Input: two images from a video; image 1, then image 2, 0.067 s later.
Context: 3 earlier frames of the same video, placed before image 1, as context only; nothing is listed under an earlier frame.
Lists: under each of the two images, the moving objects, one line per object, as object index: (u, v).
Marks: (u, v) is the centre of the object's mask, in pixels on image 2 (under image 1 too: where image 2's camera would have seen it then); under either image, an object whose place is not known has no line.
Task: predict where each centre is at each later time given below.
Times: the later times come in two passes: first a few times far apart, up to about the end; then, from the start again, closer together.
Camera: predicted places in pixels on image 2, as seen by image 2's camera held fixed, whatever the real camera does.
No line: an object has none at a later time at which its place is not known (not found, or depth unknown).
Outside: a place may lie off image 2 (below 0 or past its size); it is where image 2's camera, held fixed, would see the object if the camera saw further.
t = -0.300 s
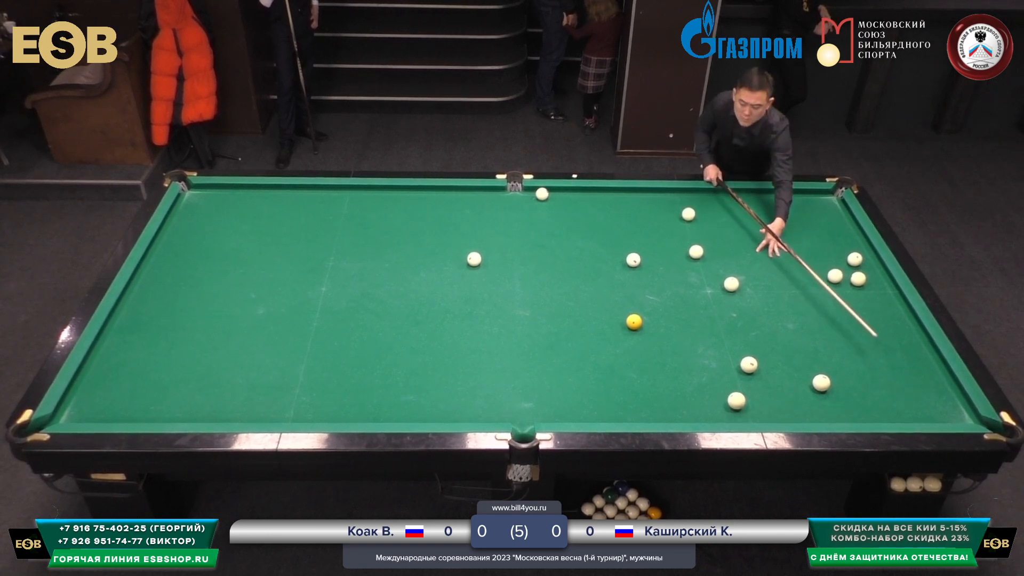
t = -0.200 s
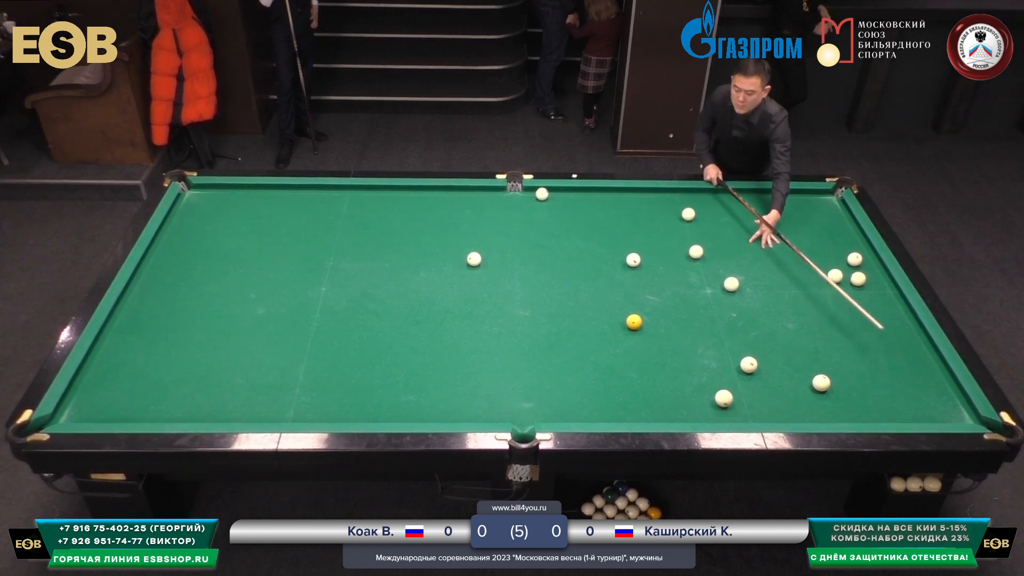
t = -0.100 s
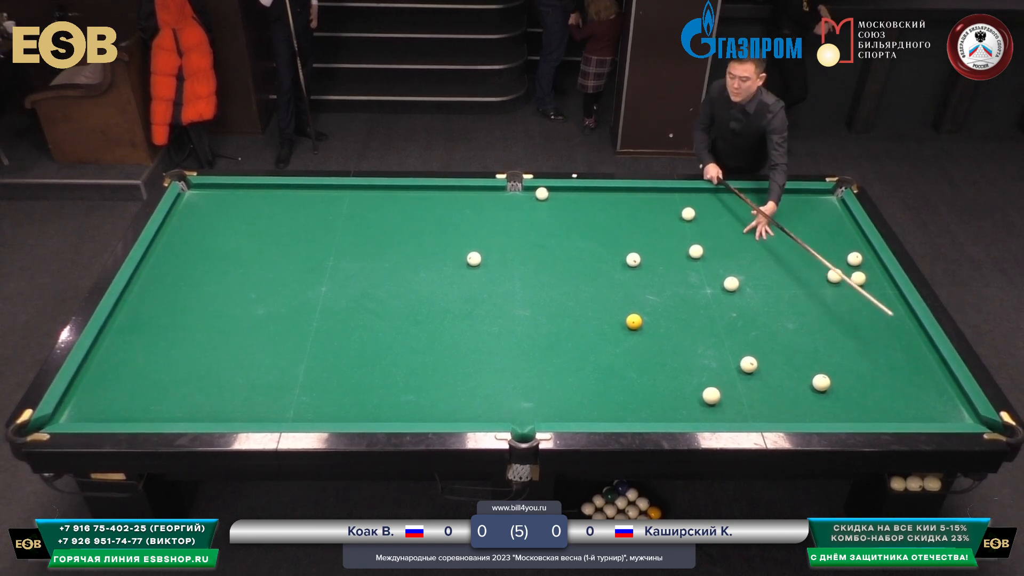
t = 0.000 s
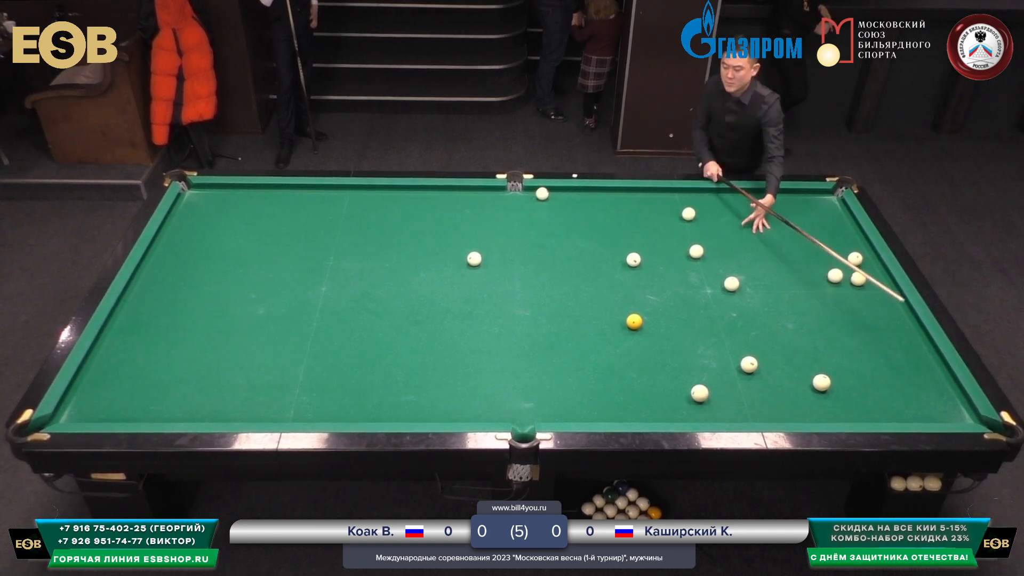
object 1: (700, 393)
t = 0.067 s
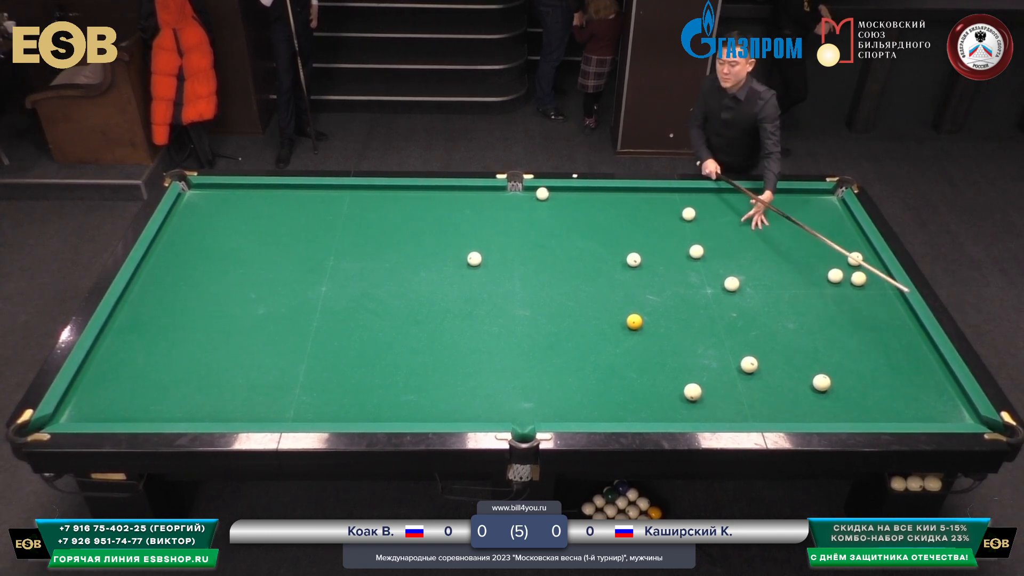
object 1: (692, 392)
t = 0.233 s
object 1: (672, 388)
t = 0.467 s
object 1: (647, 383)
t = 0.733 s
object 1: (618, 377)
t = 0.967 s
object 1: (597, 373)
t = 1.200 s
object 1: (575, 368)
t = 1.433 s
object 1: (554, 363)
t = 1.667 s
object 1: (537, 359)
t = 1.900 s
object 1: (518, 355)
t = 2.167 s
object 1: (500, 350)
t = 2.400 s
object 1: (485, 347)
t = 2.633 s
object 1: (470, 344)
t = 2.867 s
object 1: (458, 341)
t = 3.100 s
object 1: (446, 337)
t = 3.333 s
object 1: (435, 335)
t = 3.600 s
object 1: (424, 332)
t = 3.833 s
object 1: (415, 329)
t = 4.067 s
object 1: (408, 327)
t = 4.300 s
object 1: (401, 326)
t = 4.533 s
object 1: (395, 324)
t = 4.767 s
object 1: (390, 323)
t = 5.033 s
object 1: (386, 322)
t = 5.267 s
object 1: (383, 322)
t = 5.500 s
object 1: (381, 321)
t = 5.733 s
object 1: (380, 321)
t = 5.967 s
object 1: (379, 321)
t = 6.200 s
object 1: (379, 321)
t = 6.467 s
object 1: (379, 321)
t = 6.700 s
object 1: (379, 321)
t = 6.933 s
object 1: (379, 321)
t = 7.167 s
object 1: (379, 321)
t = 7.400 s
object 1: (379, 321)
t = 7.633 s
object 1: (379, 321)
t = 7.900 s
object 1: (379, 321)
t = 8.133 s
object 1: (379, 321)
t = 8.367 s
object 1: (379, 321)
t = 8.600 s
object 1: (379, 321)
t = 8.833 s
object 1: (379, 321)
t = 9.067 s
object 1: (379, 321)
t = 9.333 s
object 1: (379, 321)
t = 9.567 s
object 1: (379, 321)
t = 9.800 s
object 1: (380, 321)
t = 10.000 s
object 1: (379, 321)
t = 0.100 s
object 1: (688, 391)
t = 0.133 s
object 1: (683, 390)
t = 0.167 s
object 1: (681, 390)
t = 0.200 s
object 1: (676, 389)
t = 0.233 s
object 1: (672, 388)
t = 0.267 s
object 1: (670, 388)
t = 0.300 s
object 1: (665, 387)
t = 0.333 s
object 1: (661, 386)
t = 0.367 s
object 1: (658, 385)
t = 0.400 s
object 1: (654, 384)
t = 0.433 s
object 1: (650, 384)
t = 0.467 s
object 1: (647, 383)
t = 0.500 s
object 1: (643, 382)
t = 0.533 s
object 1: (639, 381)
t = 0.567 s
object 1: (637, 381)
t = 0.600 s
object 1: (633, 380)
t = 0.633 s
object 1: (628, 379)
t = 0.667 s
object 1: (626, 379)
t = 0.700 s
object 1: (622, 378)
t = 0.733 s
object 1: (618, 377)
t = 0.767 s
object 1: (616, 377)
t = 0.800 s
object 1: (612, 376)
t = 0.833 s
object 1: (608, 375)
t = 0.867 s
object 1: (607, 375)
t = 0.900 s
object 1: (603, 374)
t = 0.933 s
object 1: (599, 373)
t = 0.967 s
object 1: (597, 373)
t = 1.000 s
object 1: (593, 372)
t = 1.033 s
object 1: (590, 371)
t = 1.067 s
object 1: (588, 371)
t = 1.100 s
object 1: (584, 370)
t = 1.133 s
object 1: (580, 369)
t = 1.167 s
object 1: (578, 369)
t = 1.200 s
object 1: (575, 368)
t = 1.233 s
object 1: (571, 367)
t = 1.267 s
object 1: (570, 367)
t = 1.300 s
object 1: (566, 366)
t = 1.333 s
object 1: (563, 365)
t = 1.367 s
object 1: (561, 364)
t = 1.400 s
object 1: (558, 364)
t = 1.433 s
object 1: (554, 363)
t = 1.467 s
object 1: (553, 363)
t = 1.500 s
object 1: (549, 362)
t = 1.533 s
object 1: (546, 361)
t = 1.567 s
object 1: (545, 361)
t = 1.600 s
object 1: (541, 360)
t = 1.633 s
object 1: (538, 359)
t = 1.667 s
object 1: (537, 359)
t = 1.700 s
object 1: (533, 358)
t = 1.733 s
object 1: (530, 357)
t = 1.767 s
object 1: (529, 357)
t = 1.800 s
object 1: (526, 356)
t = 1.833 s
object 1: (523, 356)
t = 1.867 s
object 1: (521, 355)
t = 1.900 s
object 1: (518, 355)
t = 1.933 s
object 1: (516, 354)
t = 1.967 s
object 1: (514, 354)
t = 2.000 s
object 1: (511, 353)
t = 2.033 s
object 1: (508, 352)
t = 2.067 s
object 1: (507, 352)
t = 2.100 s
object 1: (504, 351)
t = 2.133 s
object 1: (501, 351)
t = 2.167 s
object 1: (500, 350)
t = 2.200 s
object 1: (498, 350)
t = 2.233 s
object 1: (495, 349)
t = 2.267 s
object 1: (493, 349)
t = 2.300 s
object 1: (491, 348)
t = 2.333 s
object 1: (488, 348)
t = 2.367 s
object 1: (487, 347)
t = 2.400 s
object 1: (485, 347)
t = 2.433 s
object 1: (482, 346)
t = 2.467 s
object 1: (481, 346)
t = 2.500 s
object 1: (478, 346)
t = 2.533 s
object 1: (476, 345)
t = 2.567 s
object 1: (475, 345)
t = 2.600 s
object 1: (473, 344)
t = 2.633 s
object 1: (470, 344)
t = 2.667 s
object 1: (469, 343)
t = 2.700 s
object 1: (467, 343)
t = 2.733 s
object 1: (465, 342)
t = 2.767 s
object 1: (463, 342)
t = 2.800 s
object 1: (461, 341)
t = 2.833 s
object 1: (459, 341)
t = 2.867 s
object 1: (458, 341)
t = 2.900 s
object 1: (456, 340)
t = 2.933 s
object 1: (454, 340)
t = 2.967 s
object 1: (453, 339)
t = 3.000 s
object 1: (451, 339)
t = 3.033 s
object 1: (449, 338)
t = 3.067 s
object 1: (448, 338)
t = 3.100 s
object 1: (446, 337)
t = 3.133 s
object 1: (444, 337)
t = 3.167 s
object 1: (443, 337)
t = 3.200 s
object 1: (441, 336)
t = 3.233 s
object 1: (439, 336)
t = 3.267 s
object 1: (438, 336)
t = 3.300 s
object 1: (437, 335)
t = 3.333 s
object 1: (435, 335)
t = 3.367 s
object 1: (434, 334)
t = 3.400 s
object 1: (432, 334)
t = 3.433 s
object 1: (431, 333)
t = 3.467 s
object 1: (430, 333)
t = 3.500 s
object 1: (428, 333)
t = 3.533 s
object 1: (426, 332)
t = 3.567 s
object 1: (426, 332)
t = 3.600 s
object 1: (424, 332)
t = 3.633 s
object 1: (423, 331)
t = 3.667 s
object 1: (422, 331)
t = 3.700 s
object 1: (420, 331)
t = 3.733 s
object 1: (419, 330)
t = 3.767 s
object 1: (418, 330)
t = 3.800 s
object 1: (417, 330)
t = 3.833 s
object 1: (415, 329)
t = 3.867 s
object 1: (414, 329)
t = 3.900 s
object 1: (413, 329)
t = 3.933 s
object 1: (412, 328)
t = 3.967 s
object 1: (411, 328)
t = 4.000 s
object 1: (410, 328)
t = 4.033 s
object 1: (408, 328)
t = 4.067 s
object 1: (408, 327)
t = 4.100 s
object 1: (407, 327)
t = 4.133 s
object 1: (405, 327)
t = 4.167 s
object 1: (404, 326)
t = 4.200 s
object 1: (404, 326)
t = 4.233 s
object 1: (403, 326)
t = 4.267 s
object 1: (402, 326)
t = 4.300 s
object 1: (401, 326)
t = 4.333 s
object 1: (400, 325)
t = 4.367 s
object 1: (399, 325)
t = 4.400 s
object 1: (398, 325)
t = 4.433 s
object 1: (397, 324)
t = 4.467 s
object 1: (397, 324)
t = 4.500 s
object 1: (396, 324)
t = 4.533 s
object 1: (395, 324)
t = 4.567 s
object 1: (395, 324)
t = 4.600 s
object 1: (394, 324)
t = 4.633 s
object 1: (393, 323)
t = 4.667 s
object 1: (392, 323)
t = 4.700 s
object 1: (392, 323)
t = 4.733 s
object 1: (391, 323)
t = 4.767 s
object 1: (390, 323)
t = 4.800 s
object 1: (390, 323)
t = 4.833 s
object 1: (389, 323)
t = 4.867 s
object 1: (389, 323)
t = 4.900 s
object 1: (388, 322)
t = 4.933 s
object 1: (387, 322)
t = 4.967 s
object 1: (387, 322)
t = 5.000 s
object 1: (386, 322)
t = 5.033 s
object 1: (386, 322)
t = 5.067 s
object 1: (385, 322)
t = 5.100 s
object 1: (385, 322)
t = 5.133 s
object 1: (384, 322)
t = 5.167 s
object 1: (384, 322)
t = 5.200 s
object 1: (384, 322)
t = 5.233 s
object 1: (383, 322)
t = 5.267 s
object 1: (383, 322)
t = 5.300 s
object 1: (383, 322)
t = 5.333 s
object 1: (382, 322)
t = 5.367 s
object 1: (382, 322)
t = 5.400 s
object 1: (382, 321)
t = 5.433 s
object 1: (381, 321)
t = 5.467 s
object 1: (381, 321)
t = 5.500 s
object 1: (381, 321)
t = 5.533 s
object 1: (381, 321)
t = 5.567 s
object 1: (380, 321)
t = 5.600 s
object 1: (380, 321)
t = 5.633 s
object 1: (380, 321)
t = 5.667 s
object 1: (380, 321)
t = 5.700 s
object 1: (380, 321)
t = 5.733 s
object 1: (380, 321)
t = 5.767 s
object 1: (380, 321)
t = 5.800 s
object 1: (380, 321)
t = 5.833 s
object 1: (379, 321)
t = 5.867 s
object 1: (379, 321)
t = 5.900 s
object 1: (379, 321)
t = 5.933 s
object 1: (379, 321)
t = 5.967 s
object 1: (379, 321)
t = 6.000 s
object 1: (379, 321)
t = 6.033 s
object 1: (379, 321)
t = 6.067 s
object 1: (379, 321)
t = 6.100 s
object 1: (379, 321)
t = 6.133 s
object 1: (379, 321)
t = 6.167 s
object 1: (379, 321)
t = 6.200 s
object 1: (379, 321)
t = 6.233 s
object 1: (379, 321)
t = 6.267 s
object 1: (379, 321)
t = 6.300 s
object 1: (379, 321)
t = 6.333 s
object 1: (379, 321)
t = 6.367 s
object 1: (379, 321)
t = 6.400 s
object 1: (379, 321)
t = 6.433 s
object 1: (379, 321)
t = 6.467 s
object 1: (379, 321)
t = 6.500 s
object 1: (379, 321)
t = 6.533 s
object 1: (379, 321)
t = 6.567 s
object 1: (379, 321)
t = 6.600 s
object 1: (379, 321)
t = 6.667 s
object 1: (379, 321)
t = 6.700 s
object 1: (379, 321)
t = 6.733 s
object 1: (380, 321)
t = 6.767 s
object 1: (379, 321)
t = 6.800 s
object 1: (379, 321)
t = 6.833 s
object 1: (379, 321)
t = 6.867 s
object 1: (379, 321)
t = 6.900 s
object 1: (379, 321)
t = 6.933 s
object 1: (379, 321)
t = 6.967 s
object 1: (379, 321)
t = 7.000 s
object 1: (380, 321)
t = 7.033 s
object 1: (380, 321)
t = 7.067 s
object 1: (379, 321)
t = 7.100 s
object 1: (379, 321)
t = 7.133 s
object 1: (379, 321)
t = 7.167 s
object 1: (379, 321)
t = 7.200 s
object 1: (379, 321)
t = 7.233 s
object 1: (379, 321)
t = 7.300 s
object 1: (379, 321)
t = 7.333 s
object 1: (379, 321)
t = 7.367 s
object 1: (379, 321)
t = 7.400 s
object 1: (379, 321)
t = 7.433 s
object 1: (379, 321)
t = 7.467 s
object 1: (379, 321)
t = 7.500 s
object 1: (379, 321)
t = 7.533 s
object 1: (380, 321)
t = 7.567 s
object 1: (380, 321)
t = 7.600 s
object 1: (380, 321)
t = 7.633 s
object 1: (379, 321)
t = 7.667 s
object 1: (380, 321)
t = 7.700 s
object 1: (380, 321)
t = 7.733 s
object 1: (379, 321)
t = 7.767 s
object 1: (380, 321)
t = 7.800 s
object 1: (380, 321)
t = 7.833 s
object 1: (379, 321)
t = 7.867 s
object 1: (379, 321)
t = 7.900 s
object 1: (379, 321)
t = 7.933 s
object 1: (379, 321)
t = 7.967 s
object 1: (380, 321)
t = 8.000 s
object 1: (380, 321)
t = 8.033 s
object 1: (379, 321)
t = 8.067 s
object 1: (379, 321)
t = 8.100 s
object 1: (379, 321)
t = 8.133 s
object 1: (379, 321)
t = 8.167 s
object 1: (379, 321)
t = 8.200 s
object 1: (379, 321)
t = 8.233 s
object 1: (380, 321)
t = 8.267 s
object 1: (379, 321)
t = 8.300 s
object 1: (380, 321)
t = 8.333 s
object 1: (379, 321)
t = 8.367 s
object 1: (379, 321)
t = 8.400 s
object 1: (379, 321)
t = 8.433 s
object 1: (379, 321)
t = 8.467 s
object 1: (379, 321)
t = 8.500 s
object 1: (379, 321)
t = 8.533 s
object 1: (379, 321)
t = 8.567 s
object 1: (379, 321)
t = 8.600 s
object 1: (379, 321)
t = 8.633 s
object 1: (379, 321)
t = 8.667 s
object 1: (379, 321)
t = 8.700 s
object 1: (380, 320)
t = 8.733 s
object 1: (380, 321)
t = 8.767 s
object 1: (379, 321)
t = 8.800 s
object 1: (379, 321)
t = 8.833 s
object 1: (379, 321)
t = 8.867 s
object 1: (379, 321)
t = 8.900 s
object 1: (379, 321)
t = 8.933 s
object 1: (379, 321)
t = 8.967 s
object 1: (379, 321)
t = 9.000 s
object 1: (379, 321)
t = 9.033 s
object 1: (379, 321)
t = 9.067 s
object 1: (379, 321)
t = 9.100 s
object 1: (379, 321)
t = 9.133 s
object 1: (379, 321)
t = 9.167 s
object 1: (379, 321)
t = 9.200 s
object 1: (379, 321)
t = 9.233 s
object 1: (379, 321)
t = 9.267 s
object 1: (379, 321)
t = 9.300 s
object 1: (379, 321)
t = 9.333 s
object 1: (379, 321)
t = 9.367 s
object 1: (379, 321)
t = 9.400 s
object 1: (379, 321)
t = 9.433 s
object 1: (379, 321)
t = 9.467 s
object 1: (379, 321)
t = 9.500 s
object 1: (379, 321)
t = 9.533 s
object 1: (379, 321)
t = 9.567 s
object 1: (379, 321)
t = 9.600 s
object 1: (379, 321)
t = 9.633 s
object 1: (379, 321)
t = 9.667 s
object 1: (379, 321)
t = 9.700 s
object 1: (379, 321)
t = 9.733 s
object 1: (379, 321)
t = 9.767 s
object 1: (379, 321)
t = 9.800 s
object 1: (380, 321)
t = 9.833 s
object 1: (379, 321)
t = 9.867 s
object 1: (379, 321)
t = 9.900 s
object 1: (379, 321)
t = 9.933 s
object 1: (379, 321)
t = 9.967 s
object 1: (380, 321)
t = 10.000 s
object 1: (379, 321)
